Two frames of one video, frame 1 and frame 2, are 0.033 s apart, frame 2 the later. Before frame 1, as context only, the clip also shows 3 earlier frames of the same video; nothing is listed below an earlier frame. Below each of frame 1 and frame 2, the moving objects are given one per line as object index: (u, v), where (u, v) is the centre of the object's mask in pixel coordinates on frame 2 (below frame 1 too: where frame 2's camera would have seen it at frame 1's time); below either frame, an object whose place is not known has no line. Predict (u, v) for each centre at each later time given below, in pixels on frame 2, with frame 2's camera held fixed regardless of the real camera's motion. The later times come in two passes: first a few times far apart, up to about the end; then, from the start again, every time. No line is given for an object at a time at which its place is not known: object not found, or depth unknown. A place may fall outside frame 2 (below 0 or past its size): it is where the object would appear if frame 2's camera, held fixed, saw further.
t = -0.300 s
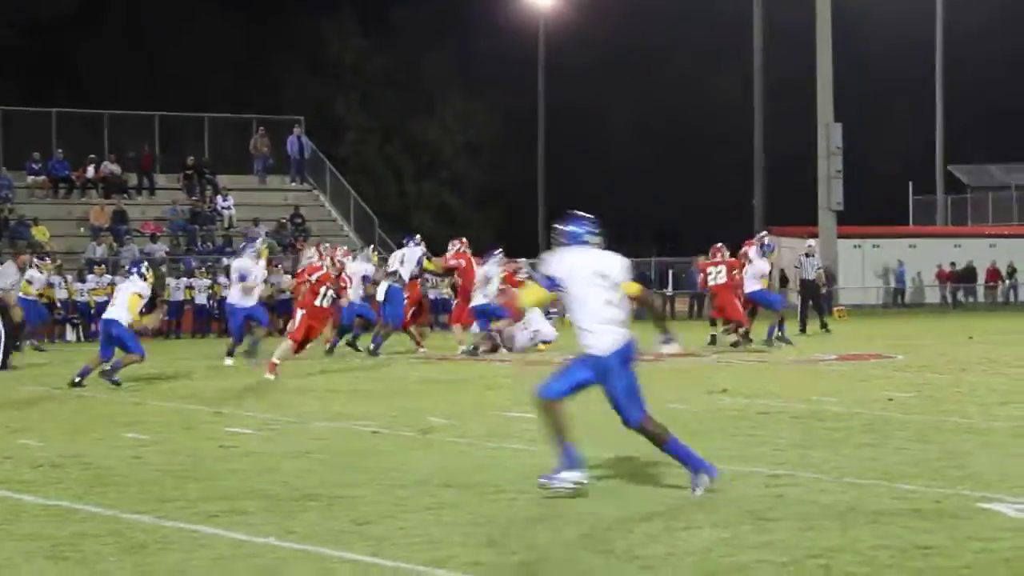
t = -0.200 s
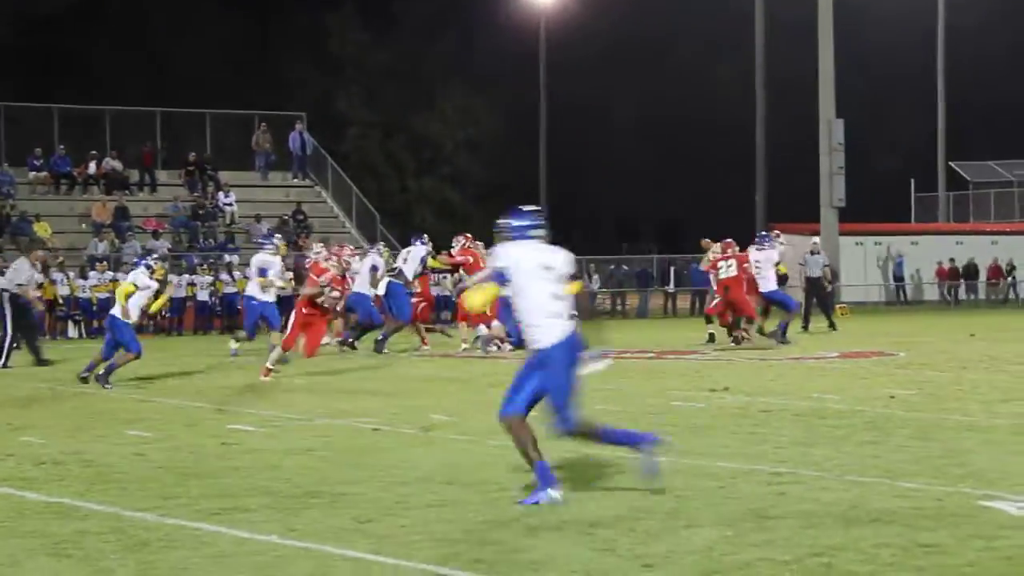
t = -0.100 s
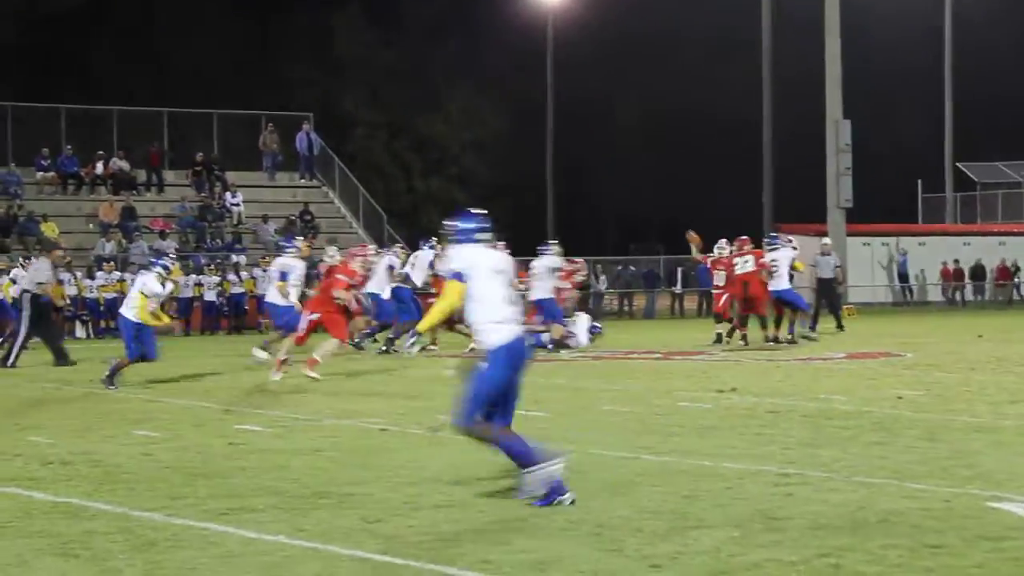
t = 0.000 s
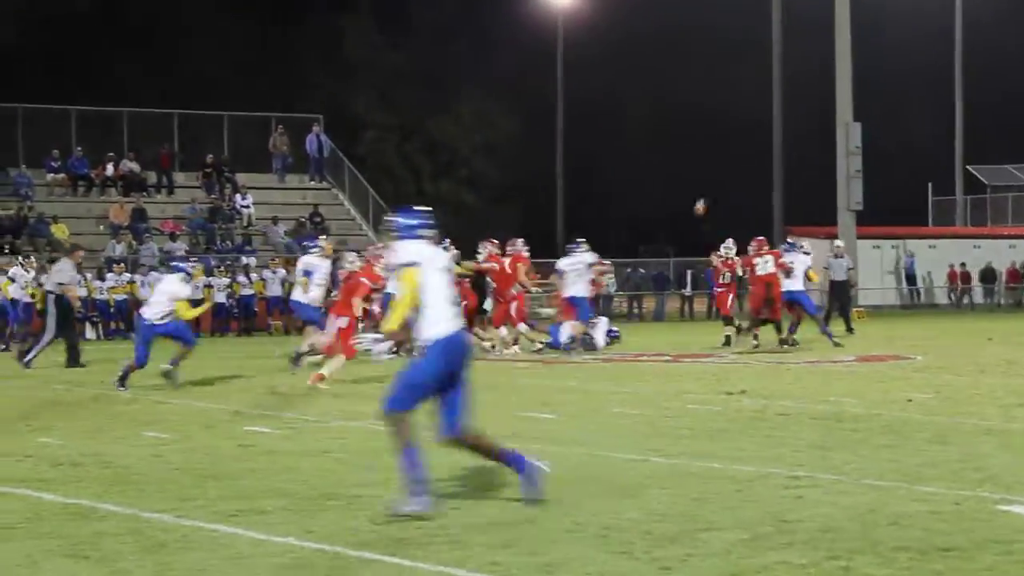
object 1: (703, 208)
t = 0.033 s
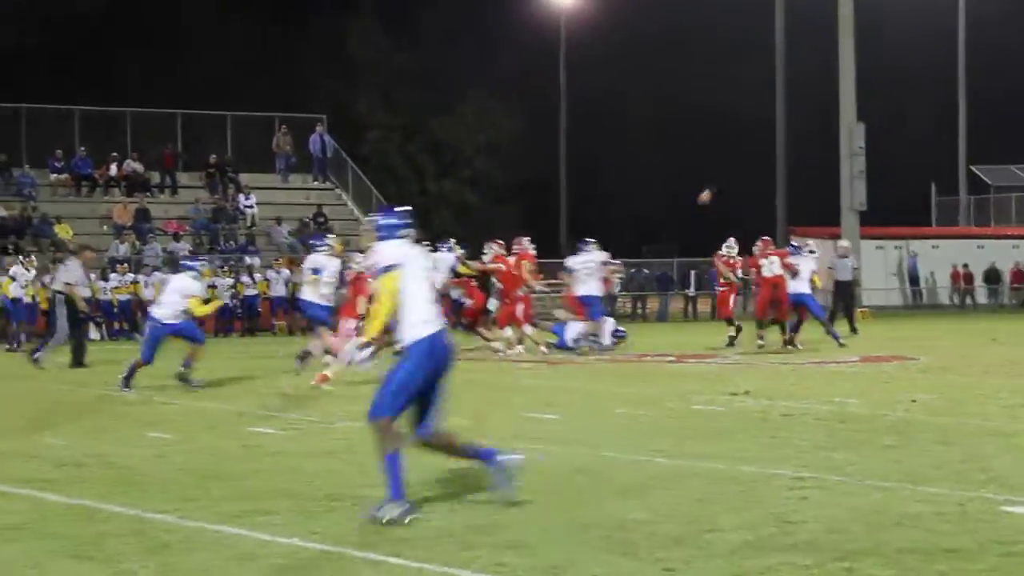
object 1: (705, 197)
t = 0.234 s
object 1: (716, 137)
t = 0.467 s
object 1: (728, 89)
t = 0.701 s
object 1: (740, 69)
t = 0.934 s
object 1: (753, 90)
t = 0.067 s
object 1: (707, 186)
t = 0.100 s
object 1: (709, 176)
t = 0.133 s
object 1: (711, 165)
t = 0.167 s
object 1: (713, 156)
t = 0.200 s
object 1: (714, 147)
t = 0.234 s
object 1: (716, 137)
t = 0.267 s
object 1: (718, 129)
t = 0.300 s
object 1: (720, 121)
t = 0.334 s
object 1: (722, 113)
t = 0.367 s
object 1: (723, 106)
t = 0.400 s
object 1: (725, 100)
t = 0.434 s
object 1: (727, 94)
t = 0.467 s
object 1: (728, 89)
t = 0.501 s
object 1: (730, 83)
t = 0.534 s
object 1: (732, 80)
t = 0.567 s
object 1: (733, 76)
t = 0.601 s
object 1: (735, 74)
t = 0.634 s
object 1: (737, 72)
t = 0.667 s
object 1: (739, 69)
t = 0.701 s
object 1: (740, 69)
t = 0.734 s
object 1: (741, 69)
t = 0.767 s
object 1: (743, 69)
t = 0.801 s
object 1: (745, 72)
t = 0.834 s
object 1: (747, 75)
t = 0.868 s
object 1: (749, 78)
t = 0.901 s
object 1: (751, 84)
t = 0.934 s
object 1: (753, 90)
